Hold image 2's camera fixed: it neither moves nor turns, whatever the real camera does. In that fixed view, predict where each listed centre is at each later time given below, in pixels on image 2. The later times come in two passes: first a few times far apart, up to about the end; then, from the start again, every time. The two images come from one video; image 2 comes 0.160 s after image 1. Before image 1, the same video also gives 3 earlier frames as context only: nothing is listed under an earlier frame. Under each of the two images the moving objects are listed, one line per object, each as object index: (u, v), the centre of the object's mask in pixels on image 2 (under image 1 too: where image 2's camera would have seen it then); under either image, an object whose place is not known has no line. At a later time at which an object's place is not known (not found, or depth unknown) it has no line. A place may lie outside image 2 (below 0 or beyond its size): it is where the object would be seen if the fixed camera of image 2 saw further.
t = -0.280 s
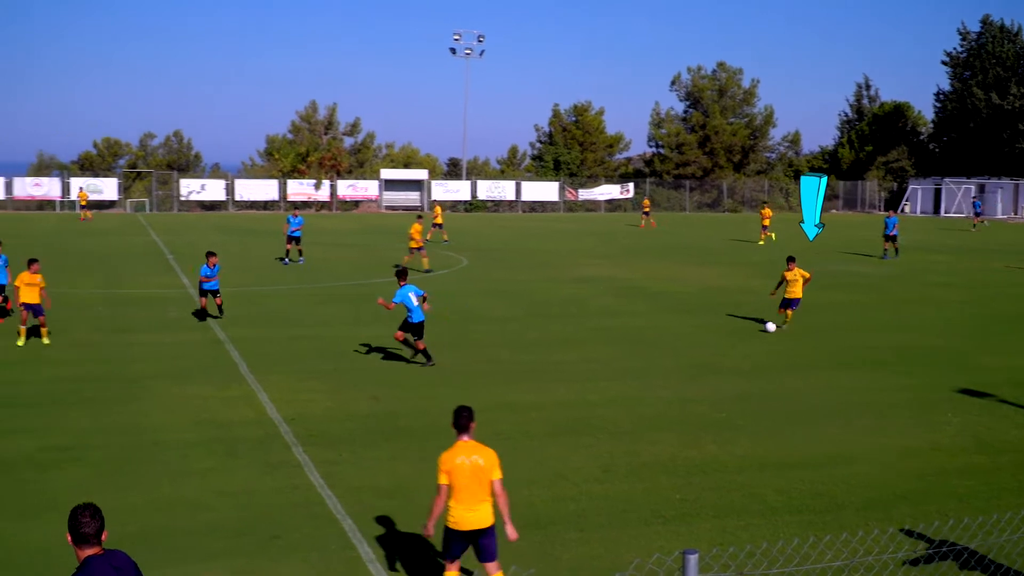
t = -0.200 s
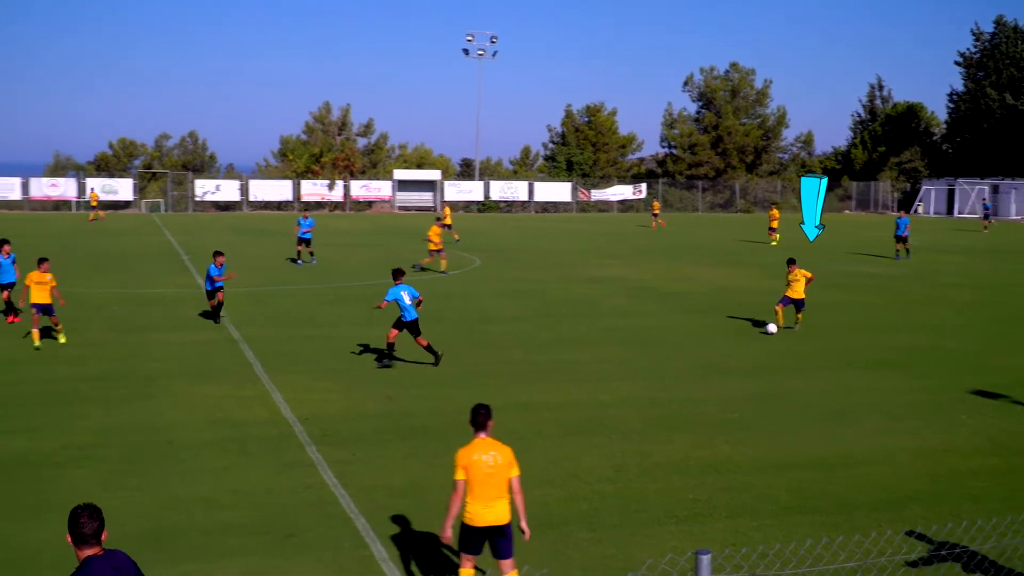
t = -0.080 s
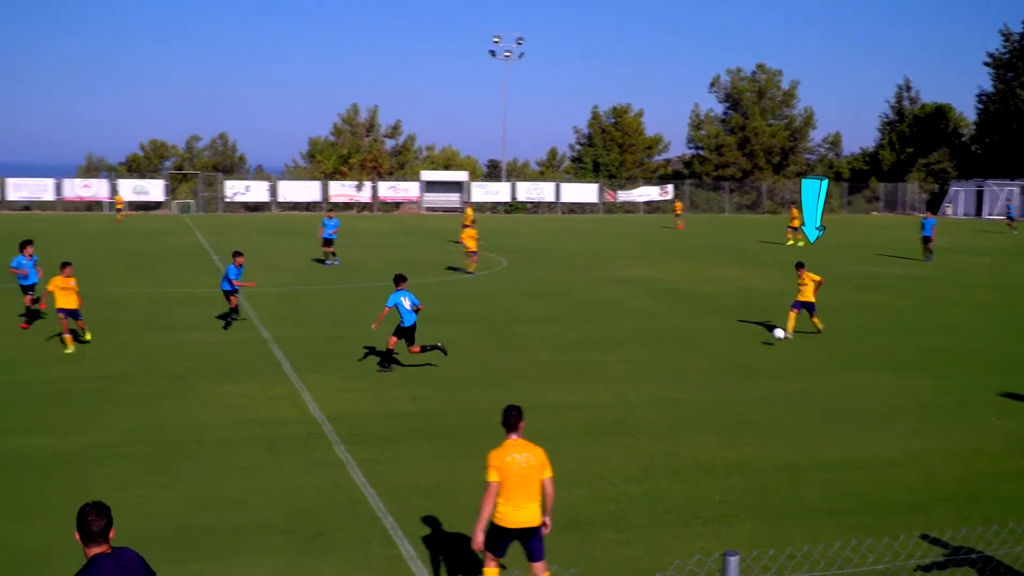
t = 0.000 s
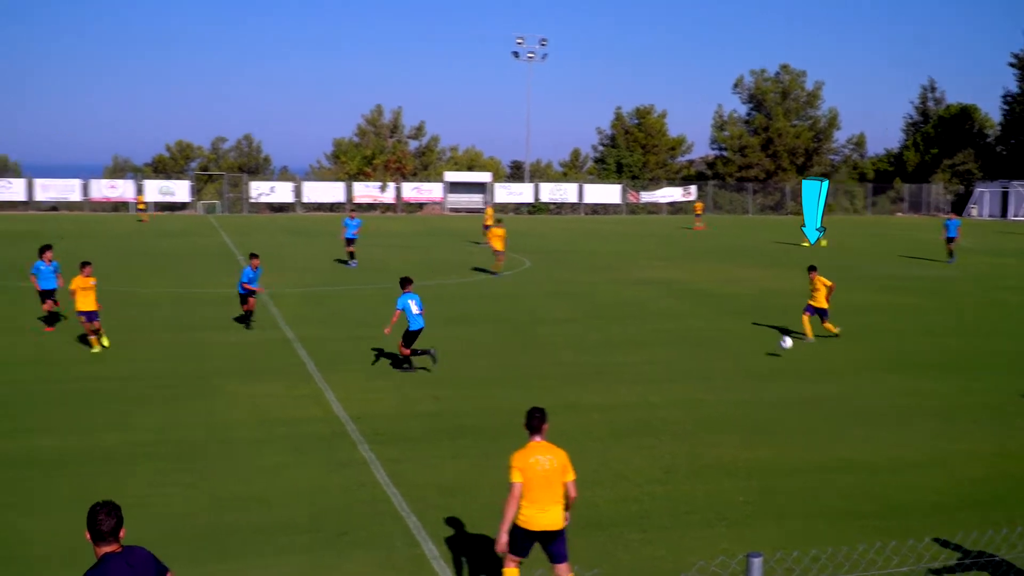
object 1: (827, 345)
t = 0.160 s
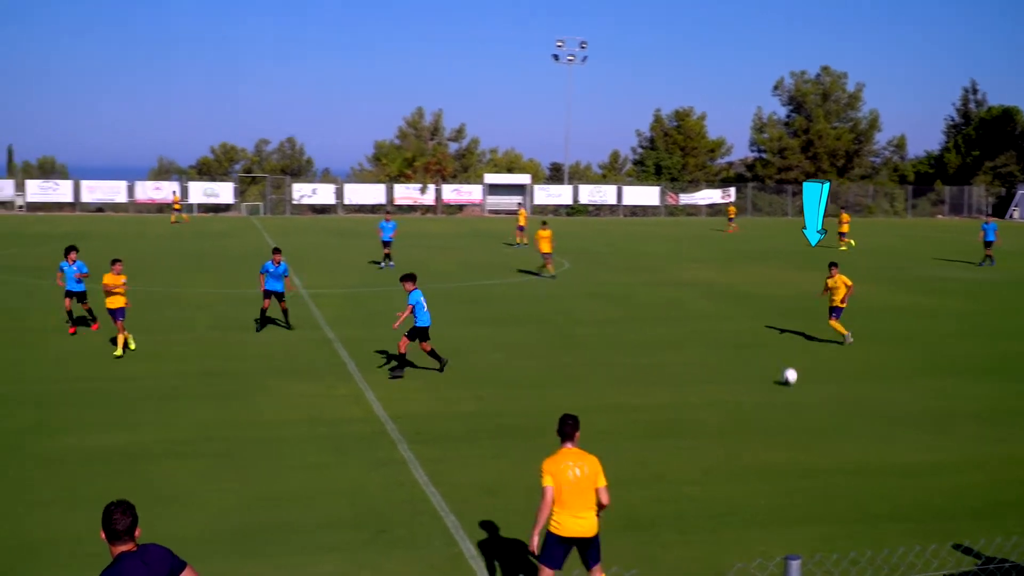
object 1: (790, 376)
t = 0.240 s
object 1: (771, 391)
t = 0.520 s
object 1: (698, 451)
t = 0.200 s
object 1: (780, 387)
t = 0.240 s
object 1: (771, 391)
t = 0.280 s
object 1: (762, 394)
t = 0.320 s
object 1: (753, 399)
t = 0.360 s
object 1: (743, 405)
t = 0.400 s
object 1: (732, 414)
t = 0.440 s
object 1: (721, 424)
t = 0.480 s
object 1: (710, 436)
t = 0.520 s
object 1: (698, 451)
